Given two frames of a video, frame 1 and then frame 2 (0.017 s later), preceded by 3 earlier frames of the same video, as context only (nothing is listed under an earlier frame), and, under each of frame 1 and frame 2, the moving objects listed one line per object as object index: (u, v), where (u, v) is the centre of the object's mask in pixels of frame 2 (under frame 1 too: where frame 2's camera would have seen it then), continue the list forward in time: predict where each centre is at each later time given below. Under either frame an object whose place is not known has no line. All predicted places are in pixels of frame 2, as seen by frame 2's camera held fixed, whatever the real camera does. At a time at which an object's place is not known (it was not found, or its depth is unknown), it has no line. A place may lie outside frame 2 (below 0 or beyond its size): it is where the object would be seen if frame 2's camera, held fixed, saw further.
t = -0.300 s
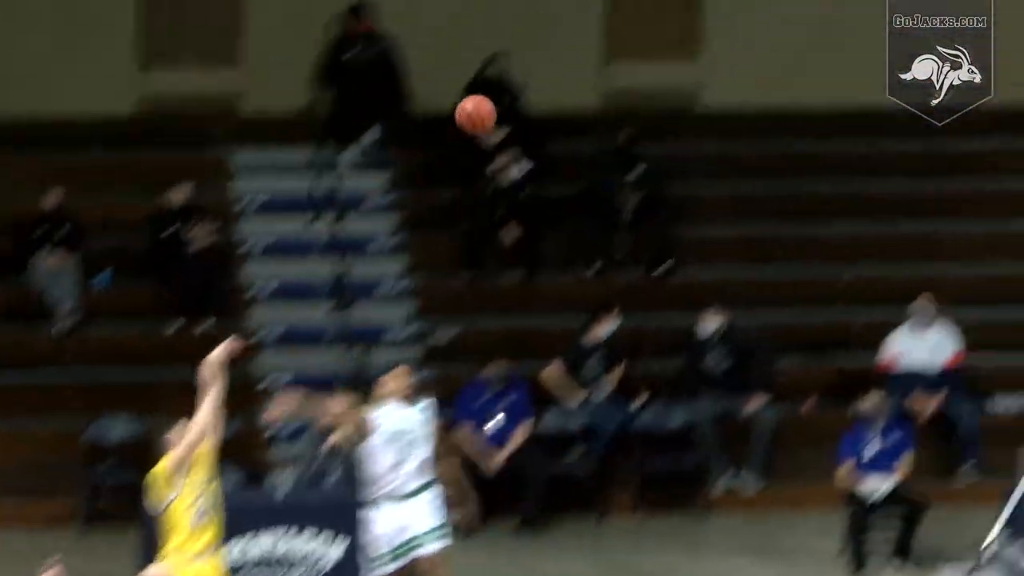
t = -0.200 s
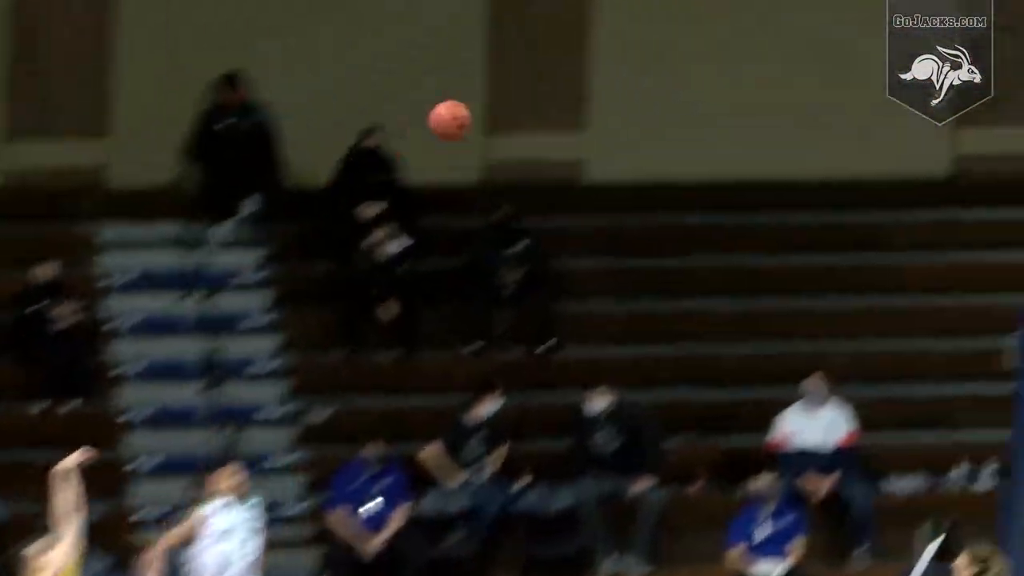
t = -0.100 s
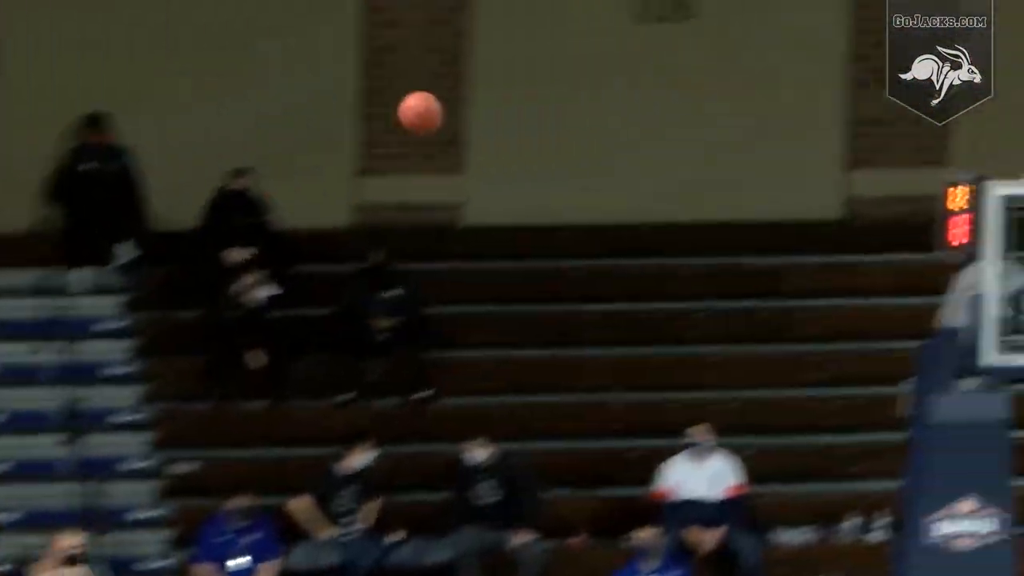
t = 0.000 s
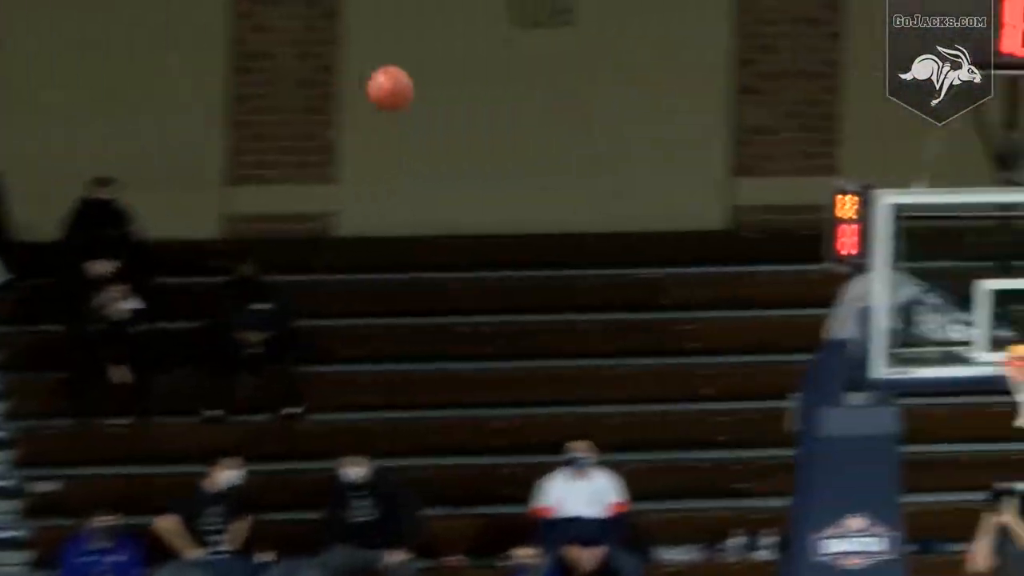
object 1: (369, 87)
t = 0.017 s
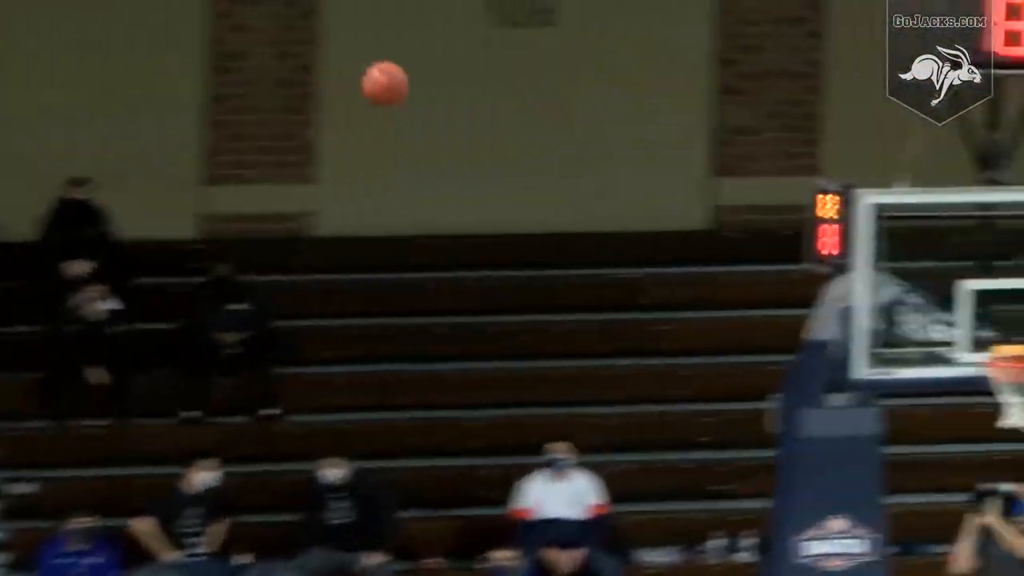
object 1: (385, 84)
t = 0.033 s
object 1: (401, 81)
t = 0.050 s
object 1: (418, 78)
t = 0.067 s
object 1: (435, 76)
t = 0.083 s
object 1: (450, 75)
